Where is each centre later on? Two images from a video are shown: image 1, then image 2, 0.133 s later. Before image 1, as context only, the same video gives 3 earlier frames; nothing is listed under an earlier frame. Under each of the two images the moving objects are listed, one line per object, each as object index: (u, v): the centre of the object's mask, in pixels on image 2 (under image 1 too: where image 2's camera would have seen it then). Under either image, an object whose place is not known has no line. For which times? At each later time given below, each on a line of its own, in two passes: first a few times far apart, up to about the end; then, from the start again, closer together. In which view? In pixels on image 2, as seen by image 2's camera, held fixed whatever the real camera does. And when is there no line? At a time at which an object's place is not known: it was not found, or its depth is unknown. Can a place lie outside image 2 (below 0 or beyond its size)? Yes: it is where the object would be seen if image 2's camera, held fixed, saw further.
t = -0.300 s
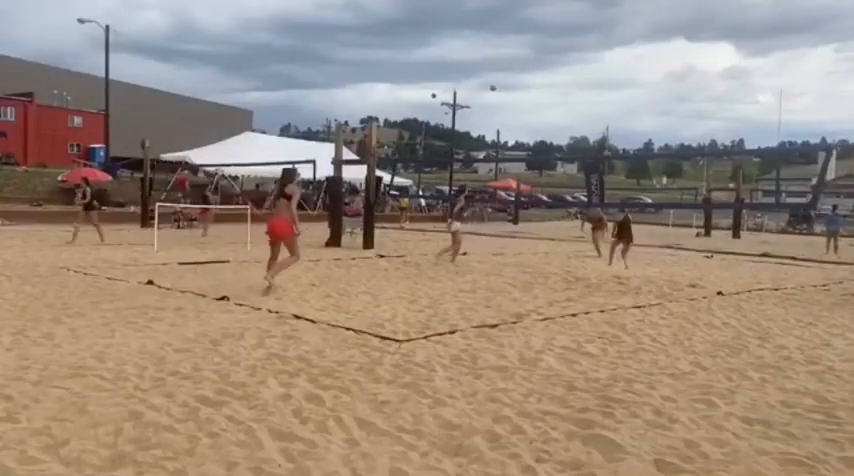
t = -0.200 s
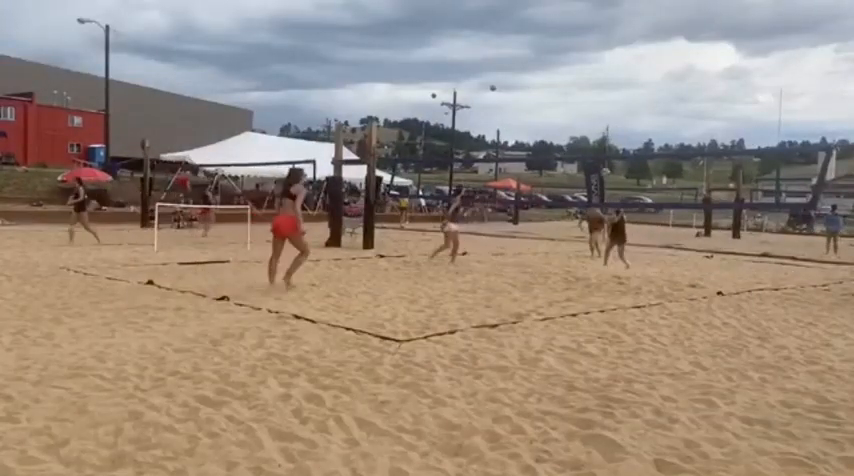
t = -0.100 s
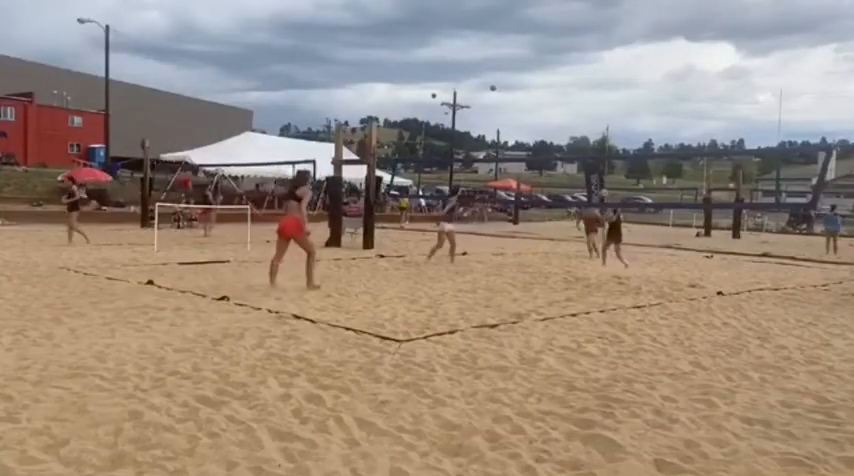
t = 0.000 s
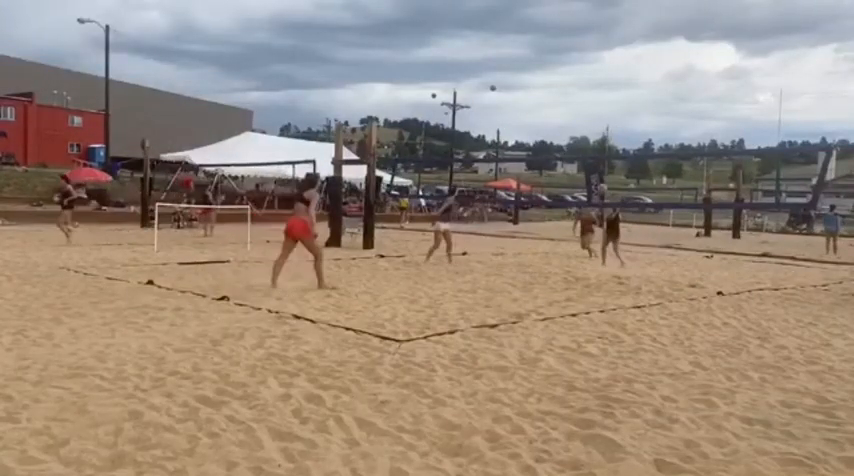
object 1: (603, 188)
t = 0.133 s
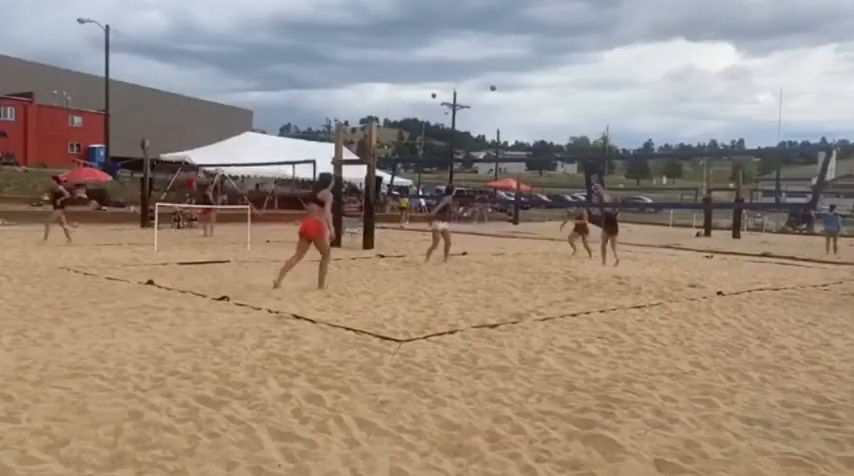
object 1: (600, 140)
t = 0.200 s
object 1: (596, 124)
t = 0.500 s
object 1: (588, 61)
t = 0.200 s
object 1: (596, 124)
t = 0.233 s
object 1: (596, 115)
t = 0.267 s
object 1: (595, 106)
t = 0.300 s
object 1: (594, 98)
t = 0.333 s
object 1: (593, 91)
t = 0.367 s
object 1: (592, 84)
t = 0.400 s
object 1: (591, 77)
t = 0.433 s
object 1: (590, 71)
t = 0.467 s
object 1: (589, 66)
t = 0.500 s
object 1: (588, 61)
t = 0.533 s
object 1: (586, 56)
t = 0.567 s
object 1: (585, 53)
